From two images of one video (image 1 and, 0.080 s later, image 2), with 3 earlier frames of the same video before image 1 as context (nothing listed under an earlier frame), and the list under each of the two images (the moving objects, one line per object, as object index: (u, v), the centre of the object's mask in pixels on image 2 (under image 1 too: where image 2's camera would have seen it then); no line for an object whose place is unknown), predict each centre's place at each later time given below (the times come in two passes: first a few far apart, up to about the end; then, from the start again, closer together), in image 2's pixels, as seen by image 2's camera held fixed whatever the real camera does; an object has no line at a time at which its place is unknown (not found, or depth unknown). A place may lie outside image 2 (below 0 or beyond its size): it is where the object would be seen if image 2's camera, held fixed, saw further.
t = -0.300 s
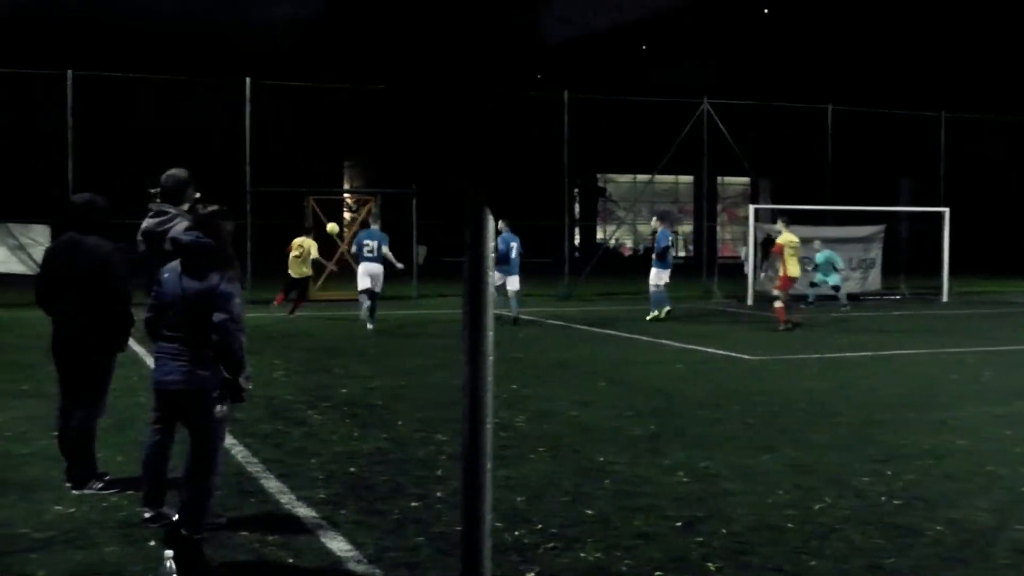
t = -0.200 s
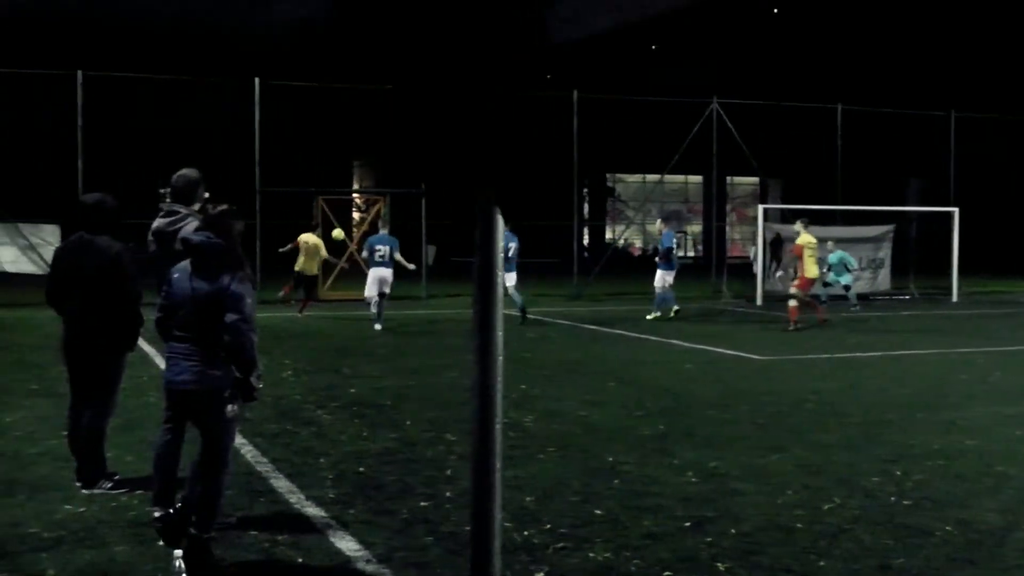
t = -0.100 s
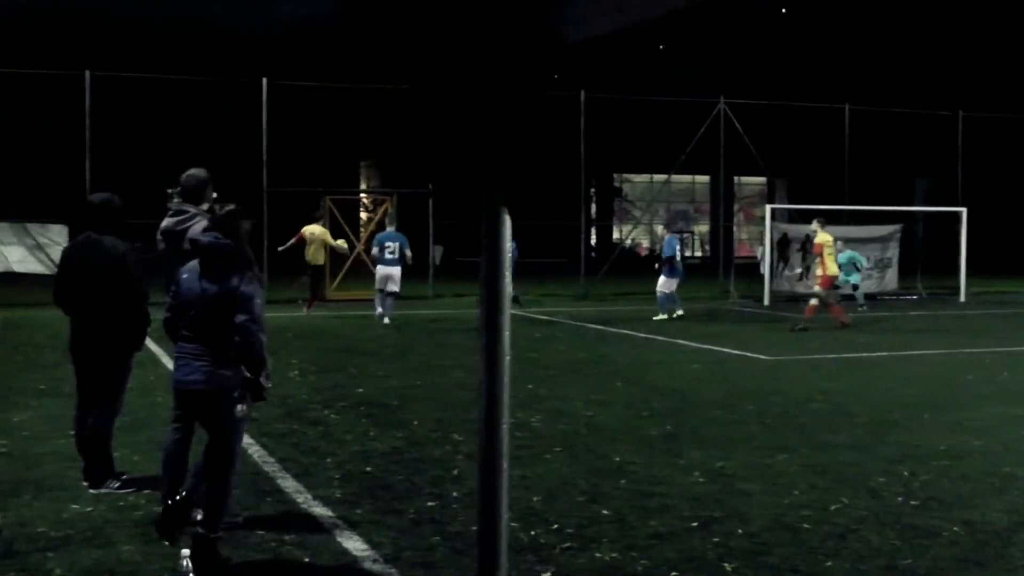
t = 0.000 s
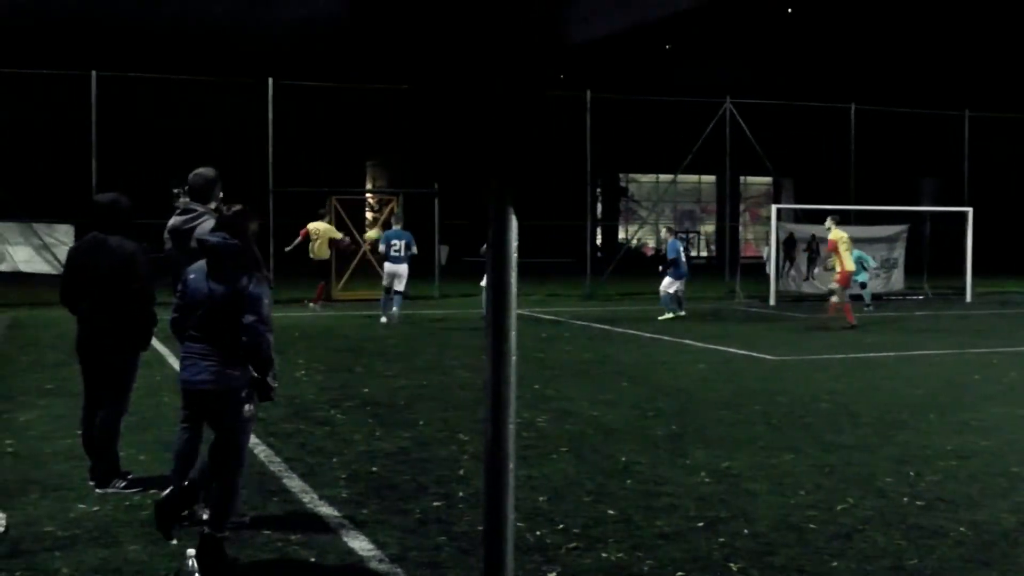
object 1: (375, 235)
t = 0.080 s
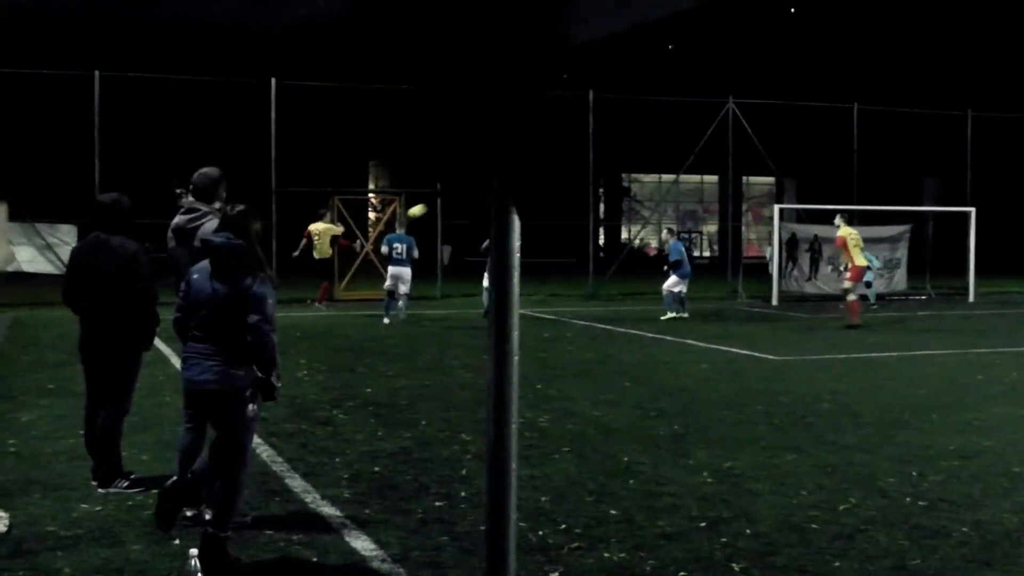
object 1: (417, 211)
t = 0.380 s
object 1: (576, 158)
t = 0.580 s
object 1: (681, 153)
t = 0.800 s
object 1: (806, 175)
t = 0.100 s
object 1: (427, 206)
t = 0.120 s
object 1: (439, 201)
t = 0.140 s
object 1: (445, 198)
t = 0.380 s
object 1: (576, 158)
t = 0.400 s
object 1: (586, 156)
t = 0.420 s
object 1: (596, 155)
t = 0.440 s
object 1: (607, 154)
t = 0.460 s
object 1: (617, 153)
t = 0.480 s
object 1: (628, 152)
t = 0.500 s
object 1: (639, 152)
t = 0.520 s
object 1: (649, 152)
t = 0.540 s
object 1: (660, 152)
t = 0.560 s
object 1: (670, 152)
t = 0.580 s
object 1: (681, 153)
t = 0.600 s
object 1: (691, 154)
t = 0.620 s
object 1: (702, 155)
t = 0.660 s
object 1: (724, 157)
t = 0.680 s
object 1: (734, 159)
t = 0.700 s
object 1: (744, 161)
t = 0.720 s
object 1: (756, 164)
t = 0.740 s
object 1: (768, 166)
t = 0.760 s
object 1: (781, 169)
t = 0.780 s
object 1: (793, 172)
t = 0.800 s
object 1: (806, 175)
